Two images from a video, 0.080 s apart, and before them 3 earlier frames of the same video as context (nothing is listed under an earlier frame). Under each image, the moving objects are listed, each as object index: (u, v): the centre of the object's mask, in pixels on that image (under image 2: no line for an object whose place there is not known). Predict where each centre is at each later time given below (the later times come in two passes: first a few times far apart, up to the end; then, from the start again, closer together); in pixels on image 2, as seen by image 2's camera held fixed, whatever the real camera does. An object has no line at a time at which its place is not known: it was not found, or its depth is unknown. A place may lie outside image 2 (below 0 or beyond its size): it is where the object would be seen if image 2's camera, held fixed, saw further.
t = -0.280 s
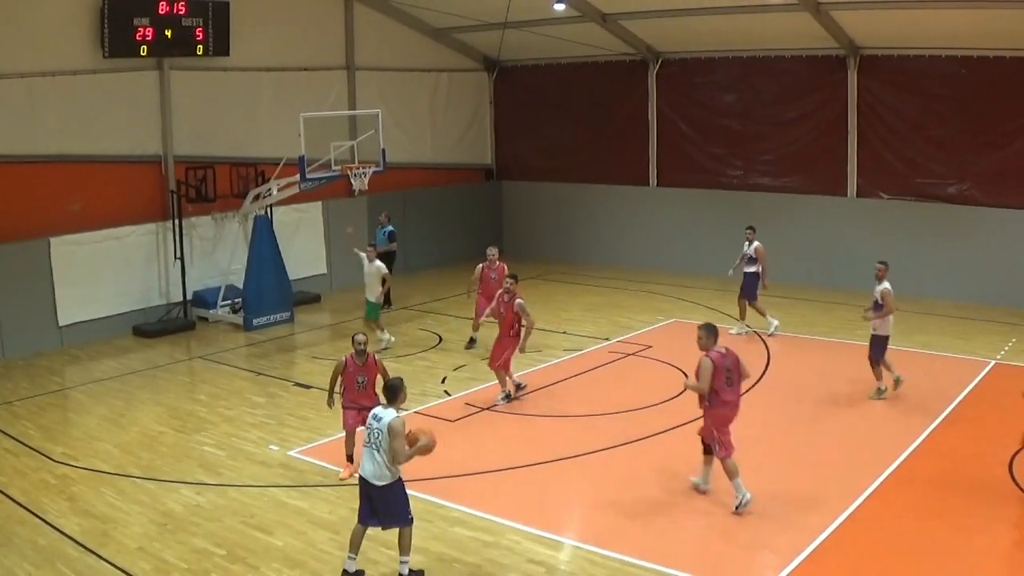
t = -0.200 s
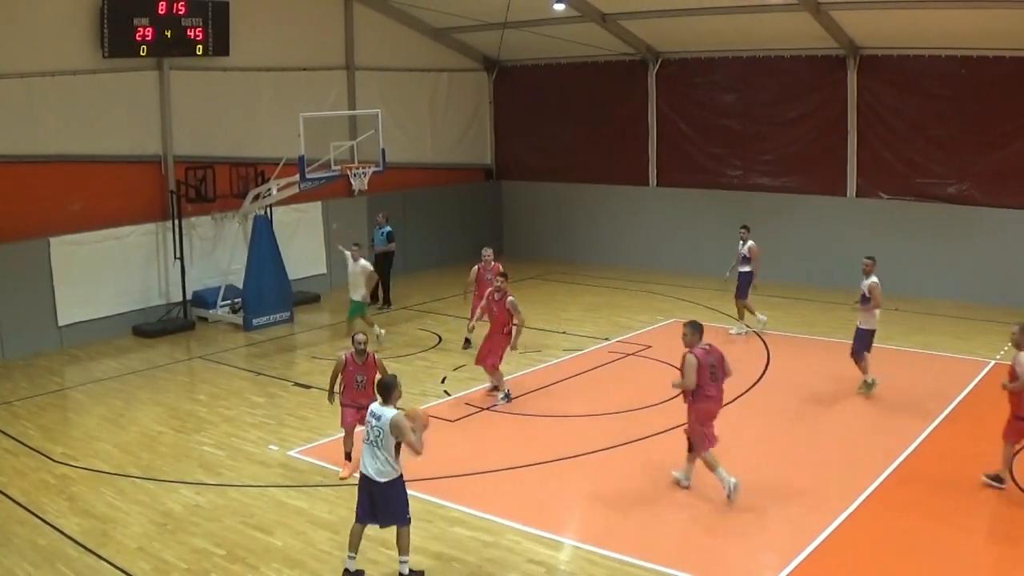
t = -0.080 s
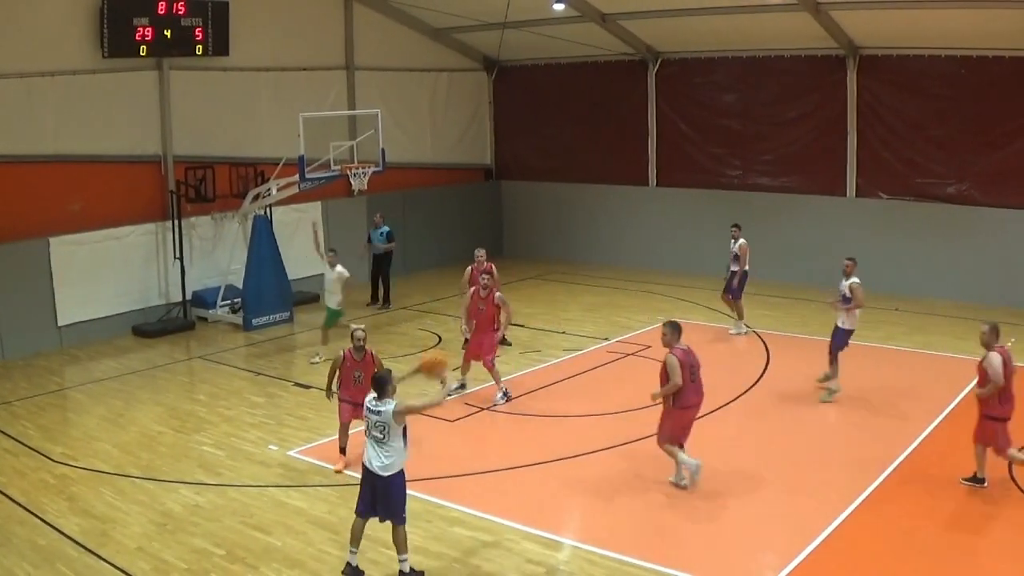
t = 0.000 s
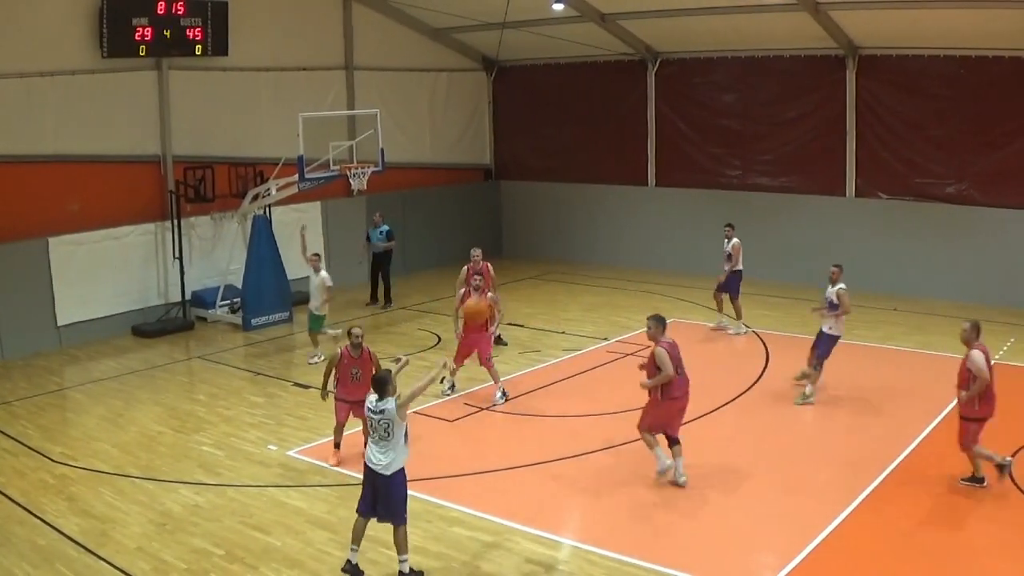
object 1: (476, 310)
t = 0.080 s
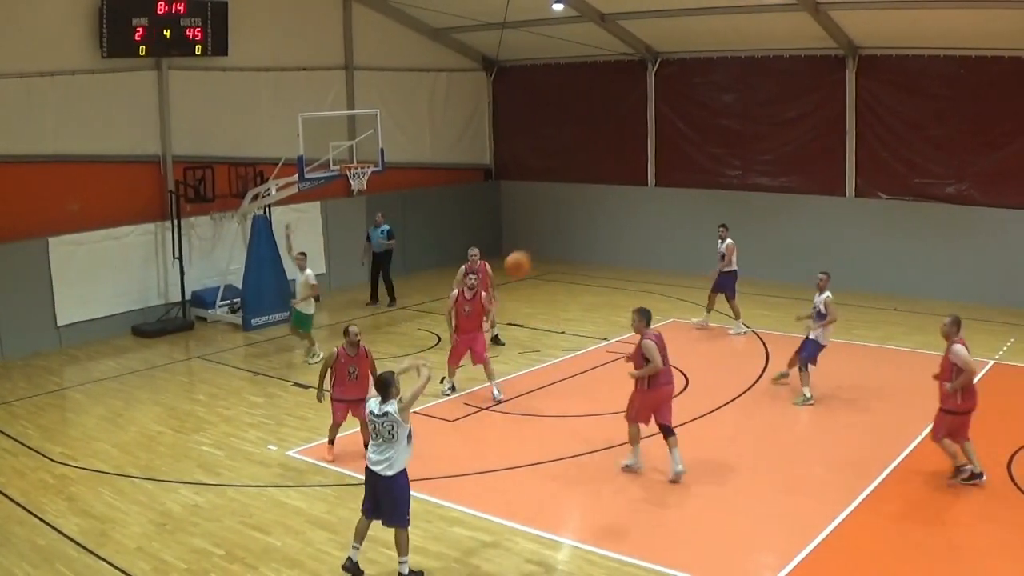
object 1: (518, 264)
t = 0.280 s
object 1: (604, 196)
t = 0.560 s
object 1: (695, 179)
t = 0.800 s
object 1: (752, 212)
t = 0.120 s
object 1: (537, 246)
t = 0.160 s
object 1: (555, 230)
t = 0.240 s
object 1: (589, 205)
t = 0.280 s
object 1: (604, 196)
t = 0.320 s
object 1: (619, 189)
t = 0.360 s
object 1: (634, 183)
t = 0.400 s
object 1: (647, 180)
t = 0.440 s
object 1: (661, 177)
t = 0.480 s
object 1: (672, 177)
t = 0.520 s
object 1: (684, 177)
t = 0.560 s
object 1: (695, 179)
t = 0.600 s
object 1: (706, 181)
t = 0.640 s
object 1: (716, 186)
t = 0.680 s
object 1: (726, 191)
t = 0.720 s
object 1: (735, 197)
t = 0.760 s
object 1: (743, 204)
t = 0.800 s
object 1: (752, 212)
